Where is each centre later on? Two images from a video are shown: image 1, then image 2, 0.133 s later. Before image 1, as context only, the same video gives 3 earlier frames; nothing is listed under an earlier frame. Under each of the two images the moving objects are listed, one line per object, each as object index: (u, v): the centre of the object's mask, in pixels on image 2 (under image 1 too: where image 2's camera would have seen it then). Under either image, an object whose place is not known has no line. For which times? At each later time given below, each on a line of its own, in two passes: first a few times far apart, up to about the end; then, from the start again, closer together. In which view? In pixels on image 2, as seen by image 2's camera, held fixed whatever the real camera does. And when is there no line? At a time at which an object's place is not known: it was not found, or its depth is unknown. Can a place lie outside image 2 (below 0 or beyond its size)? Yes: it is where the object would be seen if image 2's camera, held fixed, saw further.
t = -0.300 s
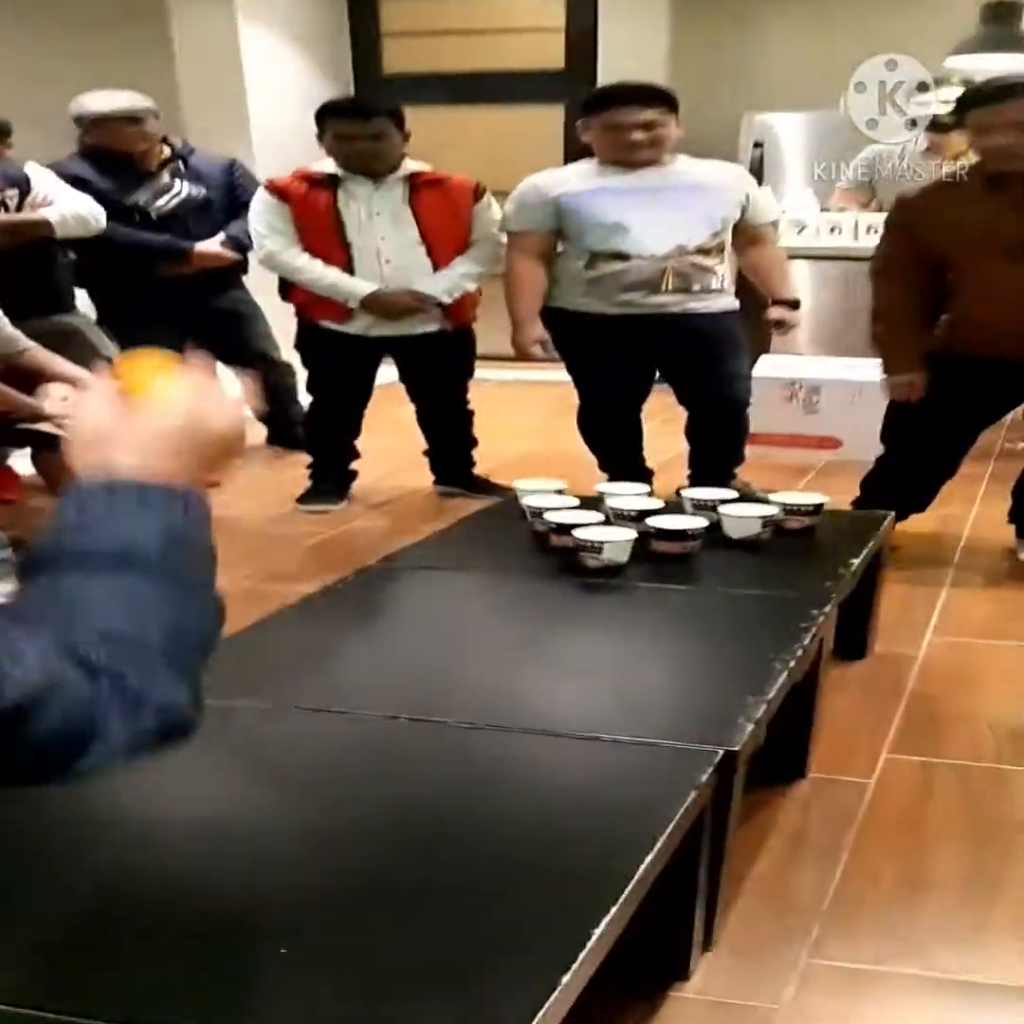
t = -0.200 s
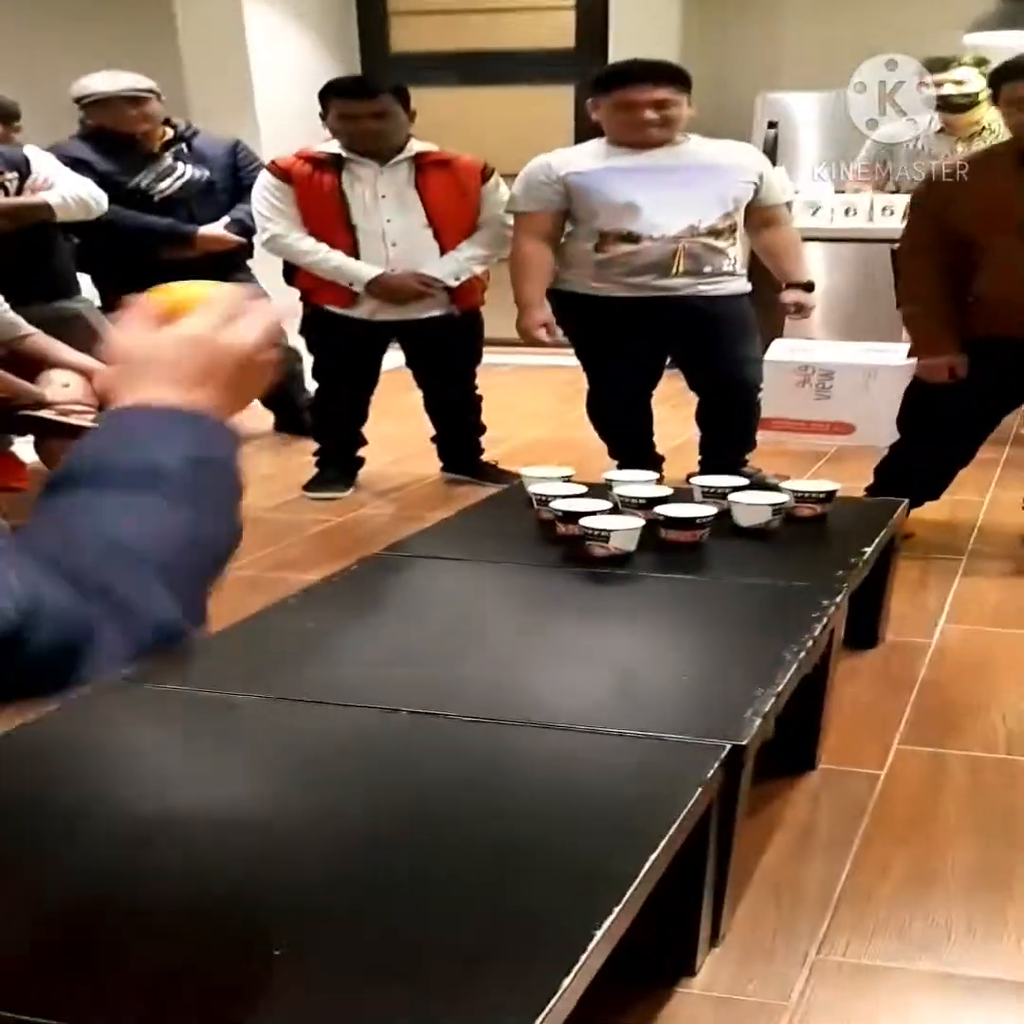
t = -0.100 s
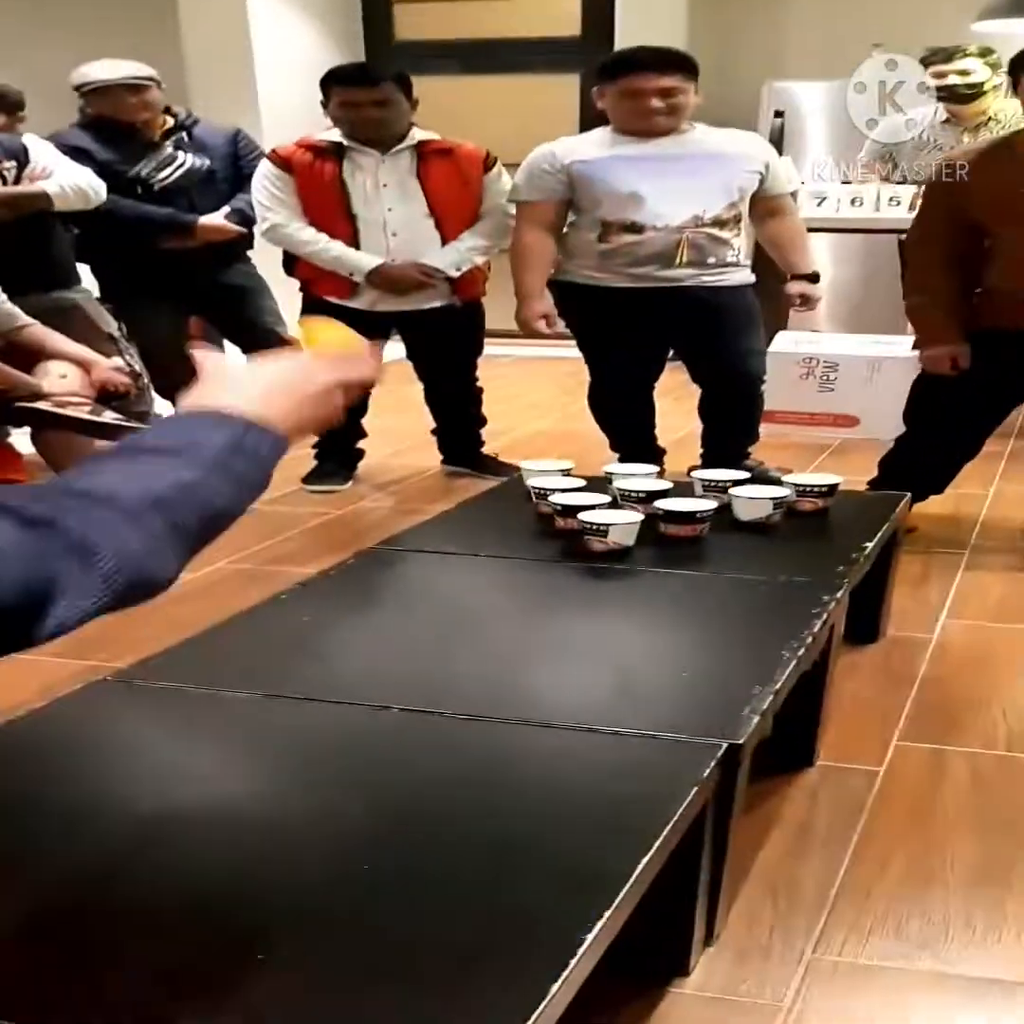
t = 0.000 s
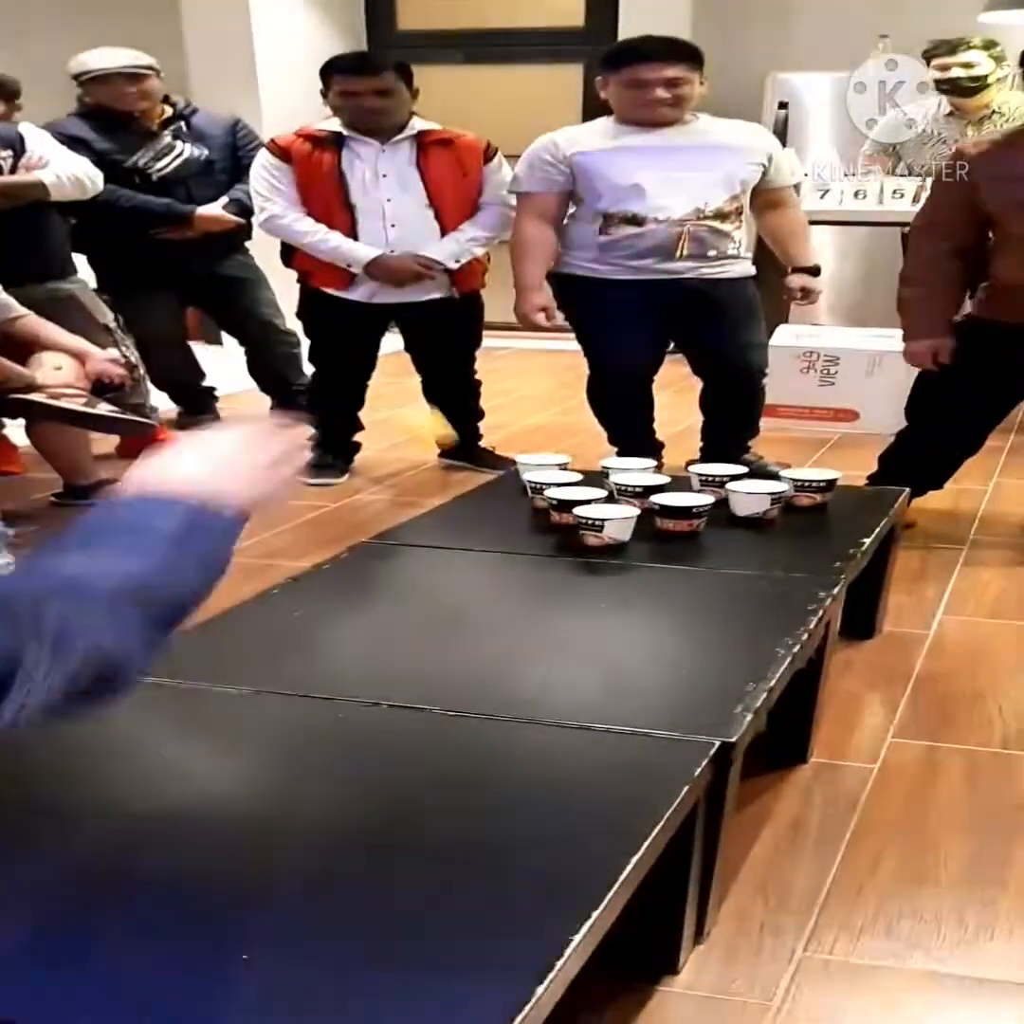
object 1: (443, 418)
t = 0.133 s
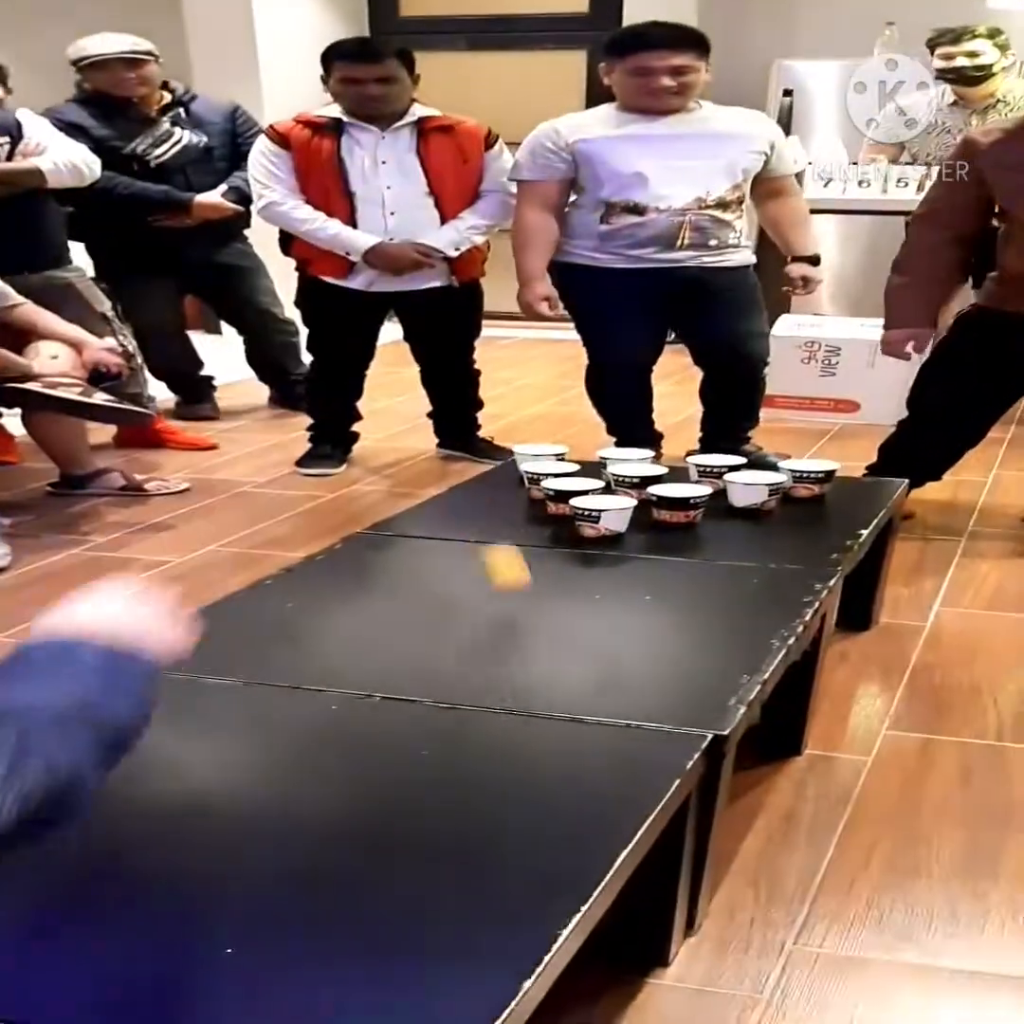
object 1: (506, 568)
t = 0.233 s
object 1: (541, 504)
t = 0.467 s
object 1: (614, 401)
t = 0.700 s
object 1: (663, 452)
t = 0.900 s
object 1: (681, 445)
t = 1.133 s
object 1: (704, 451)
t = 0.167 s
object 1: (521, 575)
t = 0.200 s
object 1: (532, 533)
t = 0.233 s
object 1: (541, 504)
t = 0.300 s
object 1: (565, 437)
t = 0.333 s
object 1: (579, 419)
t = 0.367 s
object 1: (593, 408)
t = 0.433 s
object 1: (606, 399)
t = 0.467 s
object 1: (614, 401)
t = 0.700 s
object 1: (663, 452)
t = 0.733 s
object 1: (665, 441)
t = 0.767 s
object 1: (671, 437)
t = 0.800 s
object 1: (675, 434)
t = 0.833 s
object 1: (675, 434)
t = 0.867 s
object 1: (682, 440)
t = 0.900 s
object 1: (681, 445)
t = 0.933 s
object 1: (689, 442)
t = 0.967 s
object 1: (695, 438)
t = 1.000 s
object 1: (698, 434)
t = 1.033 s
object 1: (701, 434)
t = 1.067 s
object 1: (704, 438)
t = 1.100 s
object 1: (704, 446)
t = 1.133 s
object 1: (704, 451)
